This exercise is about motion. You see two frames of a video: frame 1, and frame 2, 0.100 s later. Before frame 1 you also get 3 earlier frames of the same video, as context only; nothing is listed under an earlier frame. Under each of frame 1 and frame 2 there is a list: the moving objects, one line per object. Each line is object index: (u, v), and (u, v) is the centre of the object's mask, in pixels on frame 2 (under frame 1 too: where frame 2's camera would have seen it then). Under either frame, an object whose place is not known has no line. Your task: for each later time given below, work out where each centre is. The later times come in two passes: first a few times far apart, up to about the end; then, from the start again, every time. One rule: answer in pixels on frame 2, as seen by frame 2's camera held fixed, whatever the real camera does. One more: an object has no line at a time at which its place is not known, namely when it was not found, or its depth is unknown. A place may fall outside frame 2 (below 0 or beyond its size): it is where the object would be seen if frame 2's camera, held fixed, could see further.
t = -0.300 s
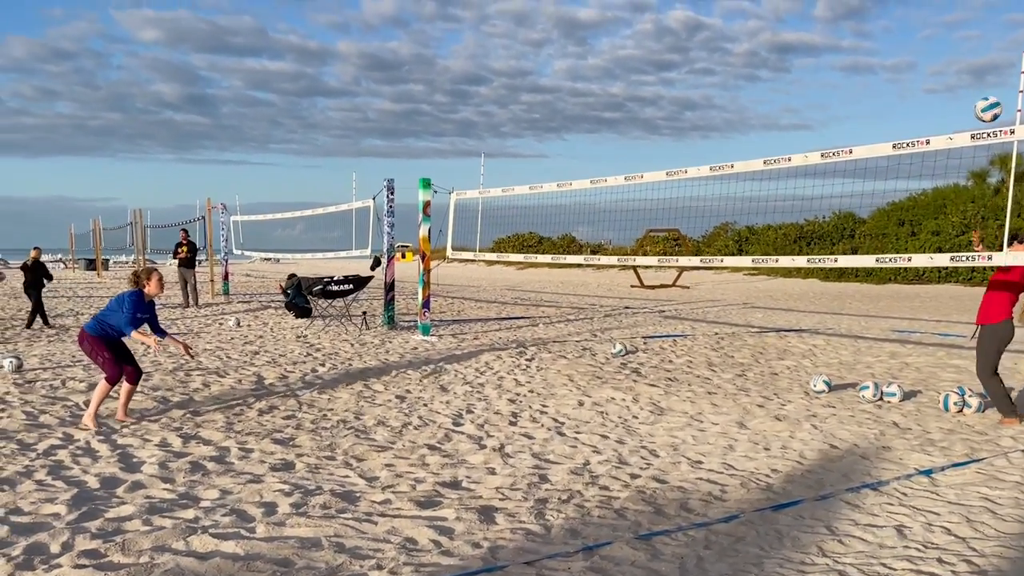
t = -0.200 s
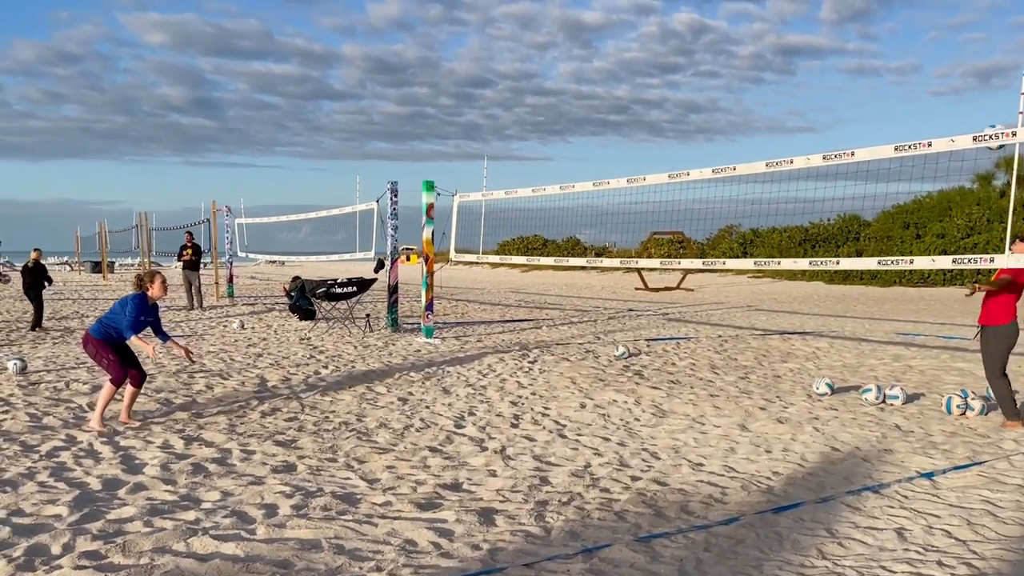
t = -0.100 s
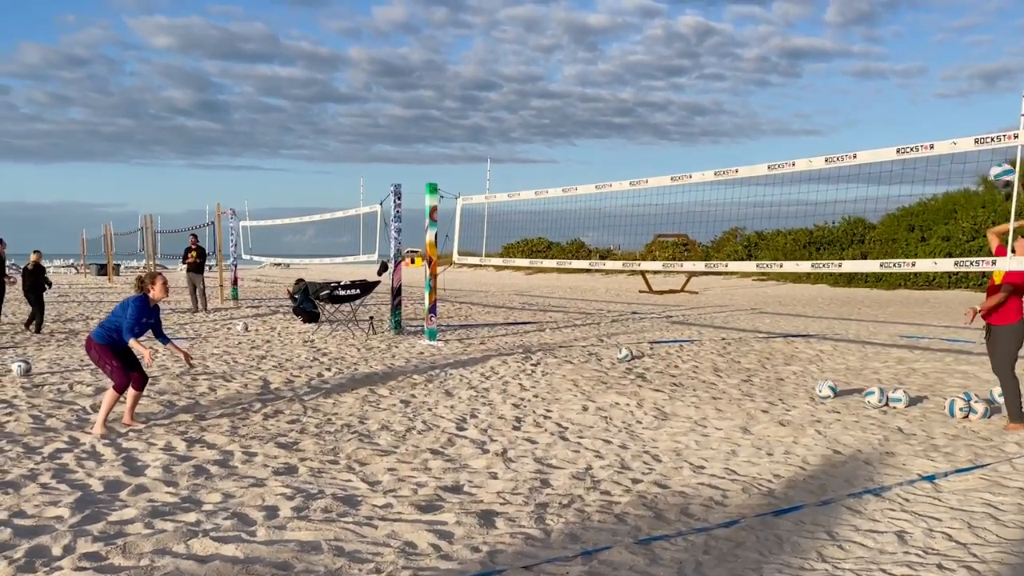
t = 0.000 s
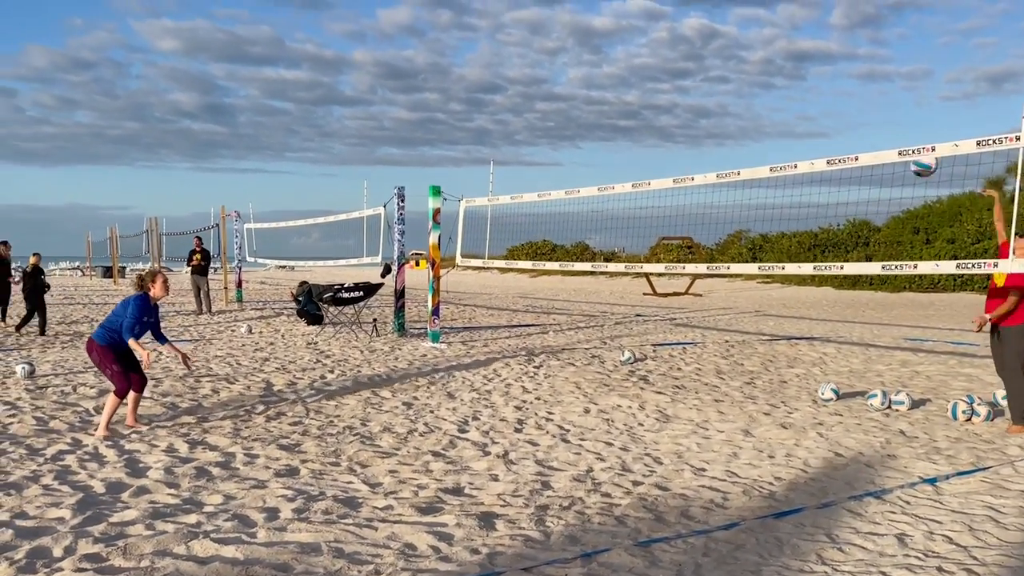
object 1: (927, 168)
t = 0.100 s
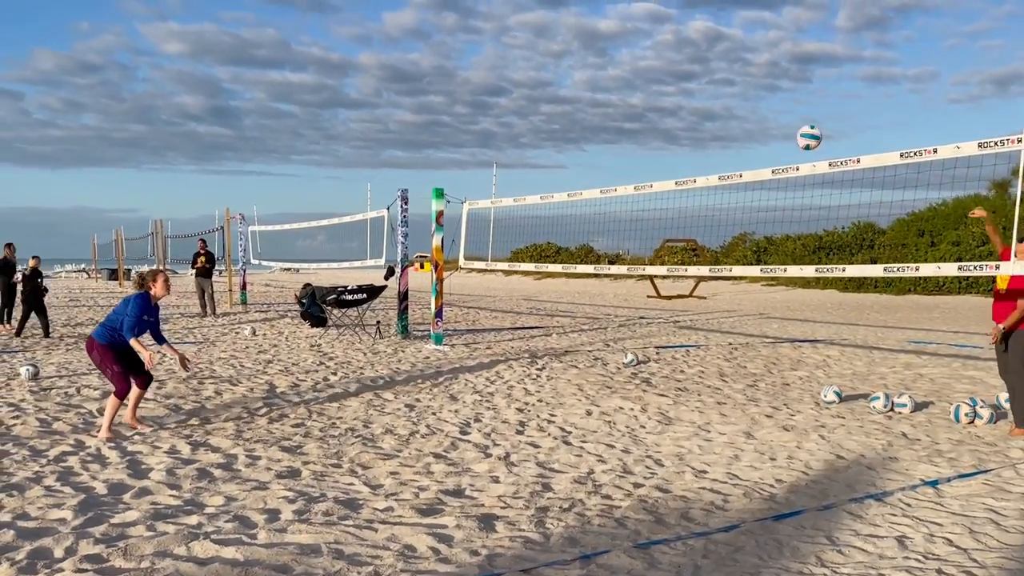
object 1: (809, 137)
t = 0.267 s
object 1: (620, 118)
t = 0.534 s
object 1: (344, 155)
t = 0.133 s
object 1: (770, 131)
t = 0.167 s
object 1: (732, 125)
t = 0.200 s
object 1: (694, 121)
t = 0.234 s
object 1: (657, 119)
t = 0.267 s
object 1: (620, 118)
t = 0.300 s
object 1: (584, 118)
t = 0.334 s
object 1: (548, 120)
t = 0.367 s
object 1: (513, 122)
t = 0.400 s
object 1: (478, 127)
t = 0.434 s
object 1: (444, 132)
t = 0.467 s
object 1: (410, 138)
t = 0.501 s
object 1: (377, 146)
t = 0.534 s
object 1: (344, 155)
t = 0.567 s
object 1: (311, 165)
